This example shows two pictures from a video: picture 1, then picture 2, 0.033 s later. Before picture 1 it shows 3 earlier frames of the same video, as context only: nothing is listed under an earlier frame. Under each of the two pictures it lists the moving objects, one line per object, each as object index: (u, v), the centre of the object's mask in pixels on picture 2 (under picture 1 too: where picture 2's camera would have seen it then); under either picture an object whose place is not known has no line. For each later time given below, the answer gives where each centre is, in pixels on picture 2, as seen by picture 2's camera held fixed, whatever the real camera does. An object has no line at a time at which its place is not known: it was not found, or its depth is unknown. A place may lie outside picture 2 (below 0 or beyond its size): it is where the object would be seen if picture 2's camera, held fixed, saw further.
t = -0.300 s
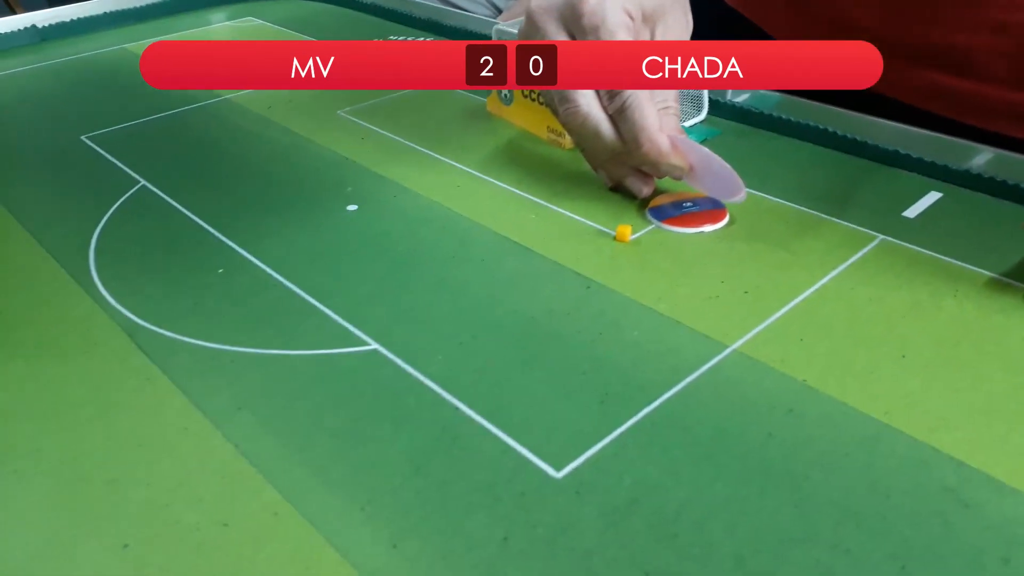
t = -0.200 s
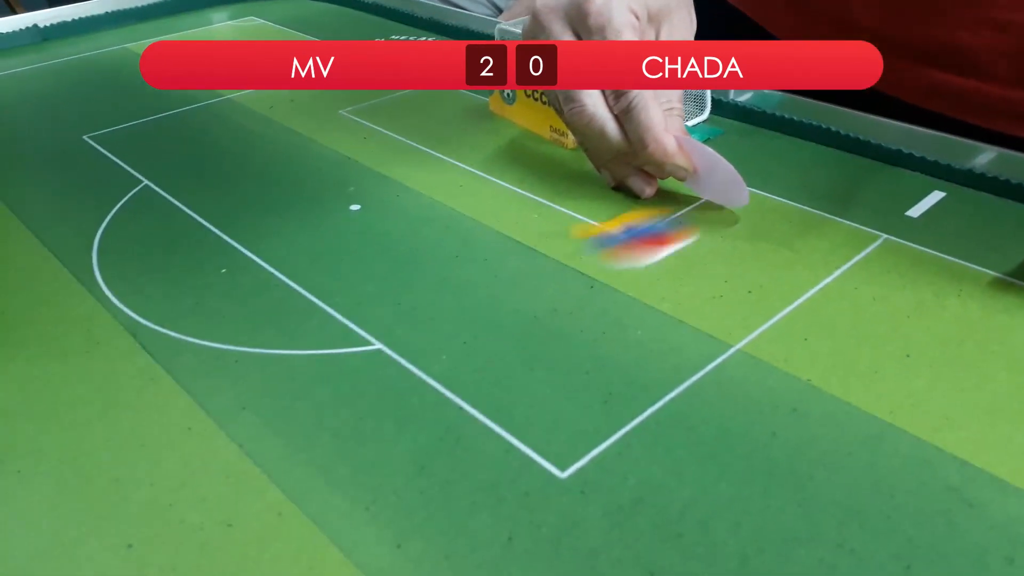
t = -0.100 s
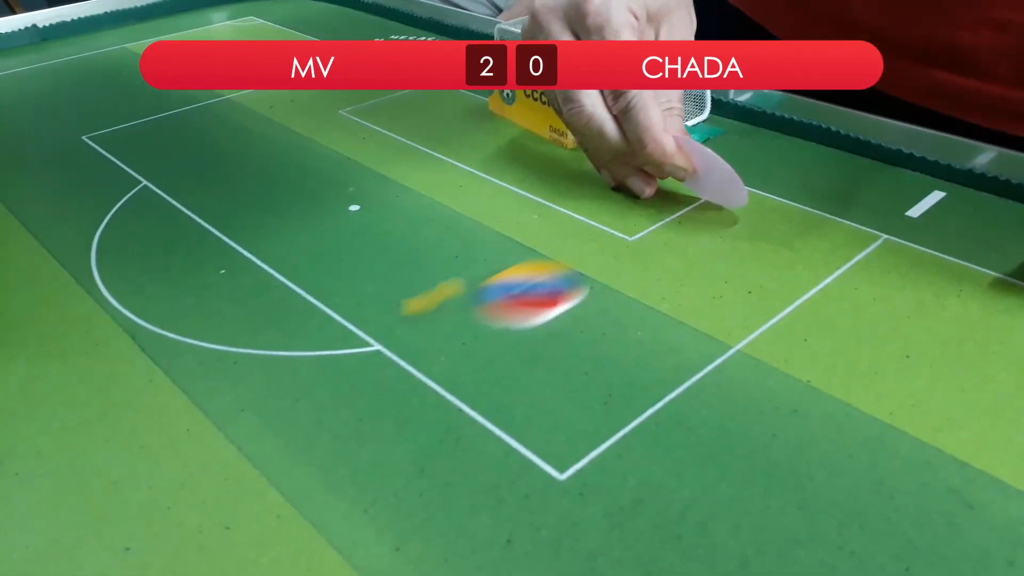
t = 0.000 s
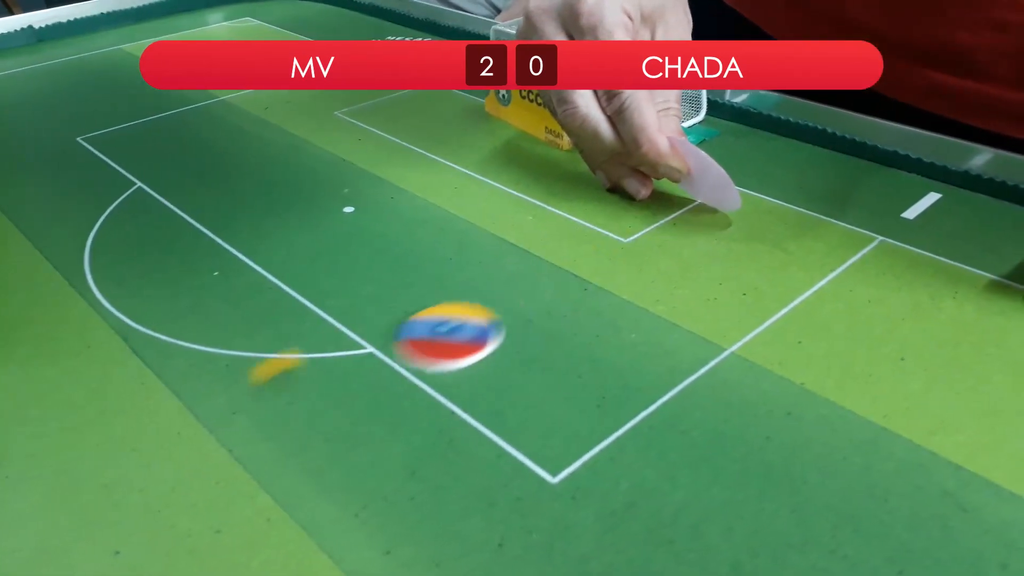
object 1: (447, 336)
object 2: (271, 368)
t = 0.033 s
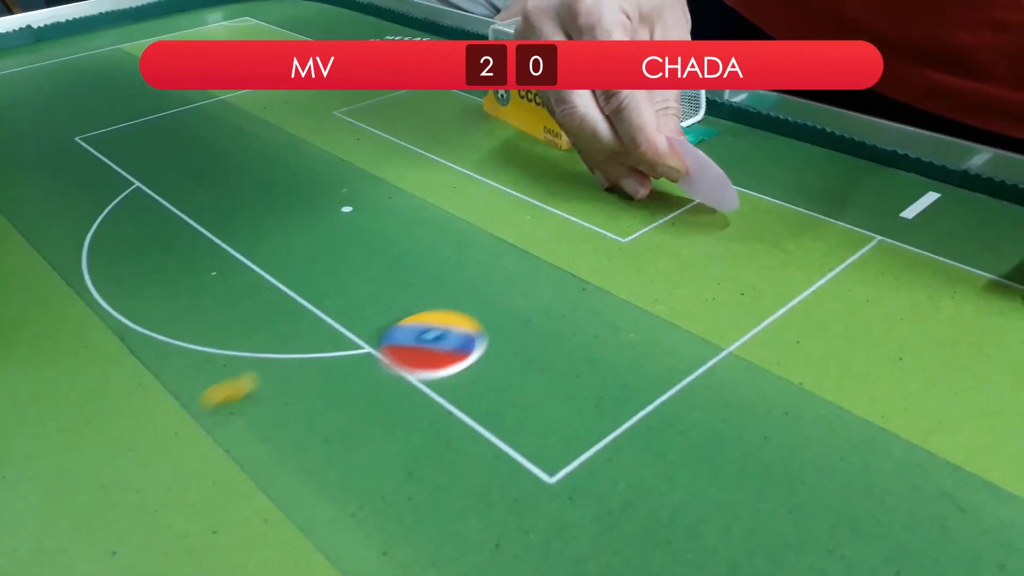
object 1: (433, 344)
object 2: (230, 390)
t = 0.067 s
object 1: (424, 350)
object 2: (188, 416)
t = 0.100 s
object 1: (420, 352)
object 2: (148, 441)
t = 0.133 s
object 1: (420, 352)
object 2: (113, 459)
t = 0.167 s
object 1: (420, 352)
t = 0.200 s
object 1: (420, 352)
